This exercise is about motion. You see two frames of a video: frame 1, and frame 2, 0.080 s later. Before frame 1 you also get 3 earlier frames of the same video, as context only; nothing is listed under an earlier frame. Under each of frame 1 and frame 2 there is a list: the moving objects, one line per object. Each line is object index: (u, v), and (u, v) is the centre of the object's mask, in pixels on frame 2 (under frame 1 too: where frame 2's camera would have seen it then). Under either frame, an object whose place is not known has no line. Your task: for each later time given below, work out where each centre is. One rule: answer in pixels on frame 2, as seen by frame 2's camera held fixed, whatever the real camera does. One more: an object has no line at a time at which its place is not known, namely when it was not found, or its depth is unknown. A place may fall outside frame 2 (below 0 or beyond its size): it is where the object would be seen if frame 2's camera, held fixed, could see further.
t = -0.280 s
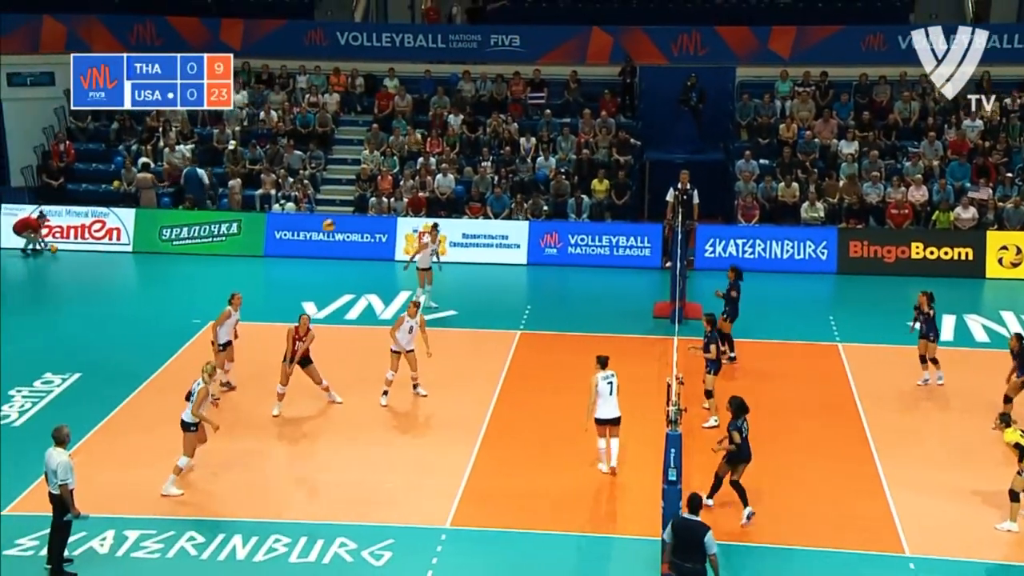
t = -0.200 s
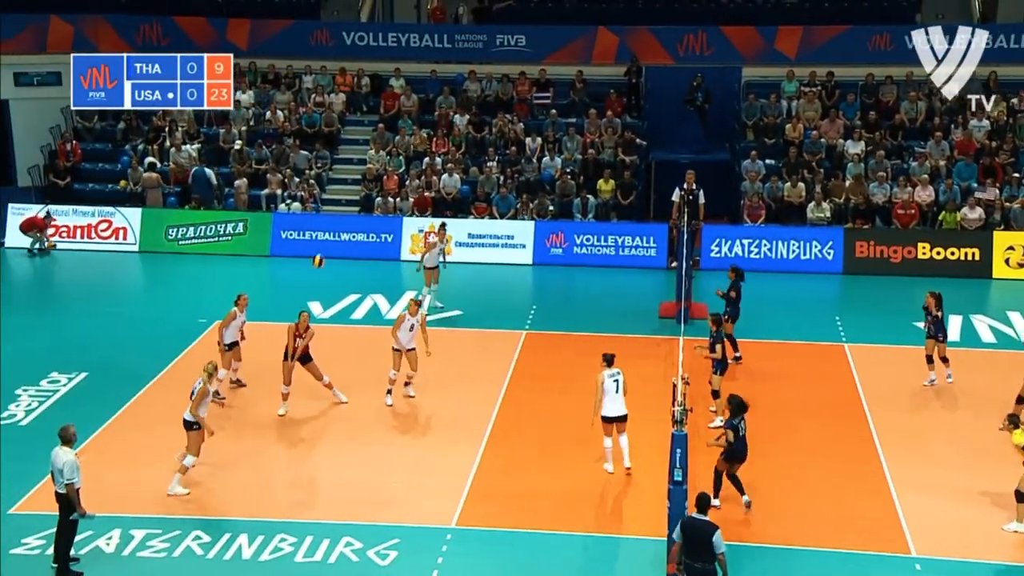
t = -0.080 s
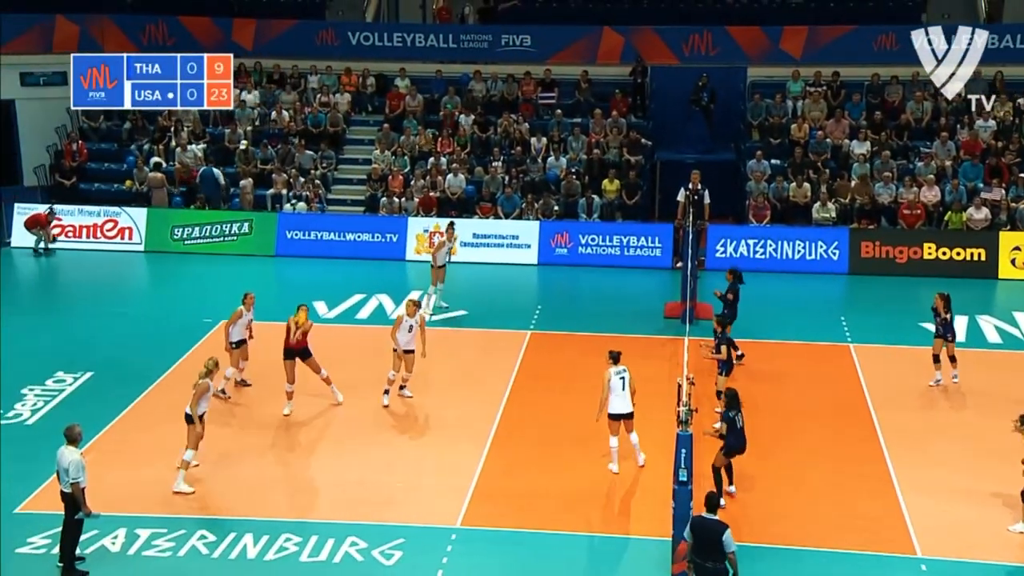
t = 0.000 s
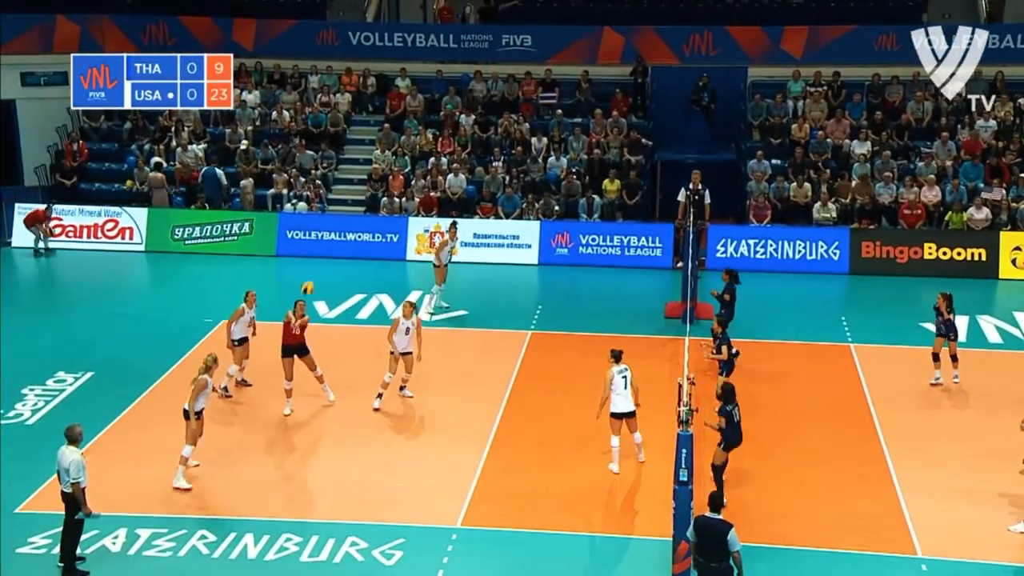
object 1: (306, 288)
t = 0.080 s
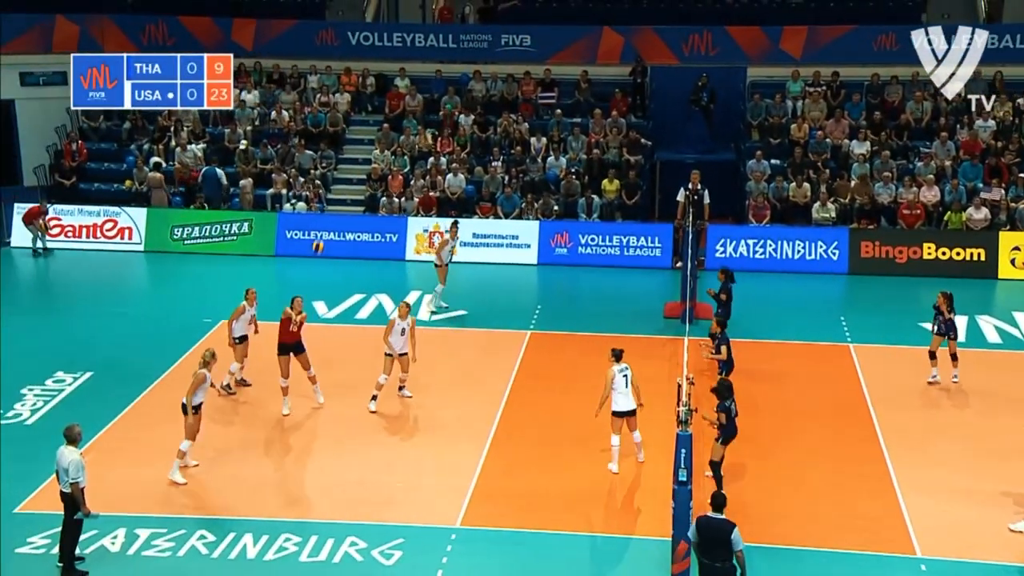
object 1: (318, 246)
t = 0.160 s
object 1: (330, 207)
